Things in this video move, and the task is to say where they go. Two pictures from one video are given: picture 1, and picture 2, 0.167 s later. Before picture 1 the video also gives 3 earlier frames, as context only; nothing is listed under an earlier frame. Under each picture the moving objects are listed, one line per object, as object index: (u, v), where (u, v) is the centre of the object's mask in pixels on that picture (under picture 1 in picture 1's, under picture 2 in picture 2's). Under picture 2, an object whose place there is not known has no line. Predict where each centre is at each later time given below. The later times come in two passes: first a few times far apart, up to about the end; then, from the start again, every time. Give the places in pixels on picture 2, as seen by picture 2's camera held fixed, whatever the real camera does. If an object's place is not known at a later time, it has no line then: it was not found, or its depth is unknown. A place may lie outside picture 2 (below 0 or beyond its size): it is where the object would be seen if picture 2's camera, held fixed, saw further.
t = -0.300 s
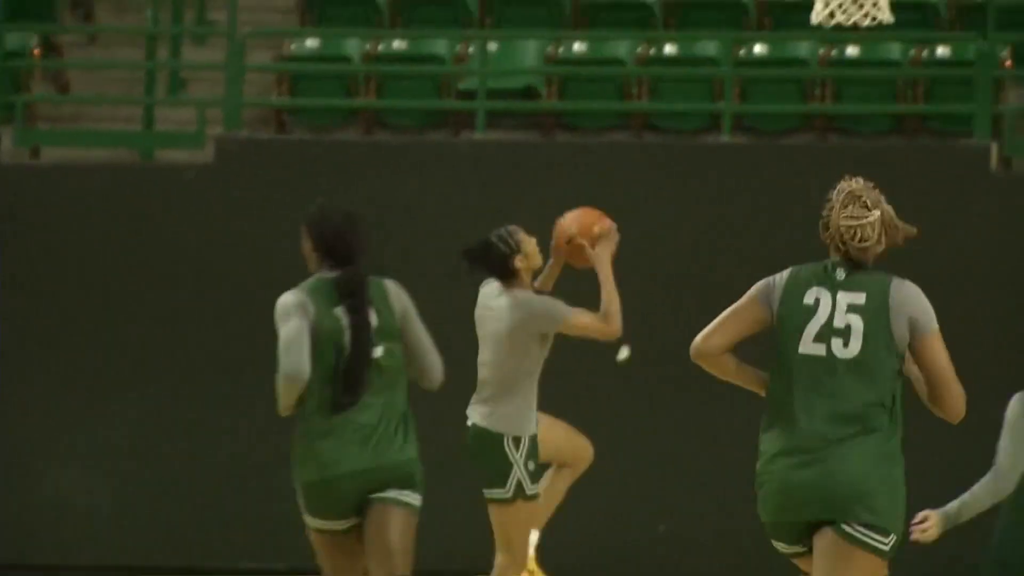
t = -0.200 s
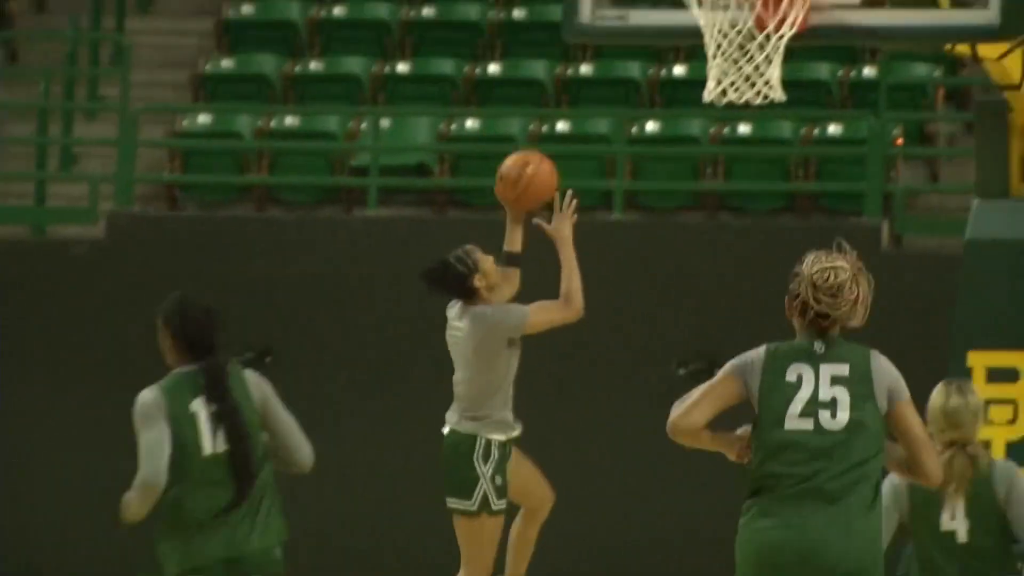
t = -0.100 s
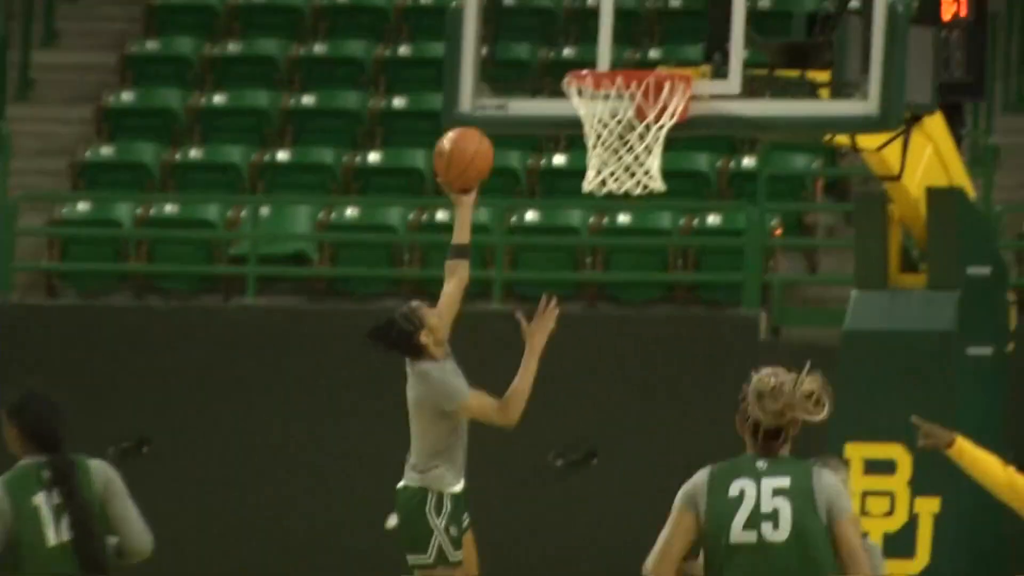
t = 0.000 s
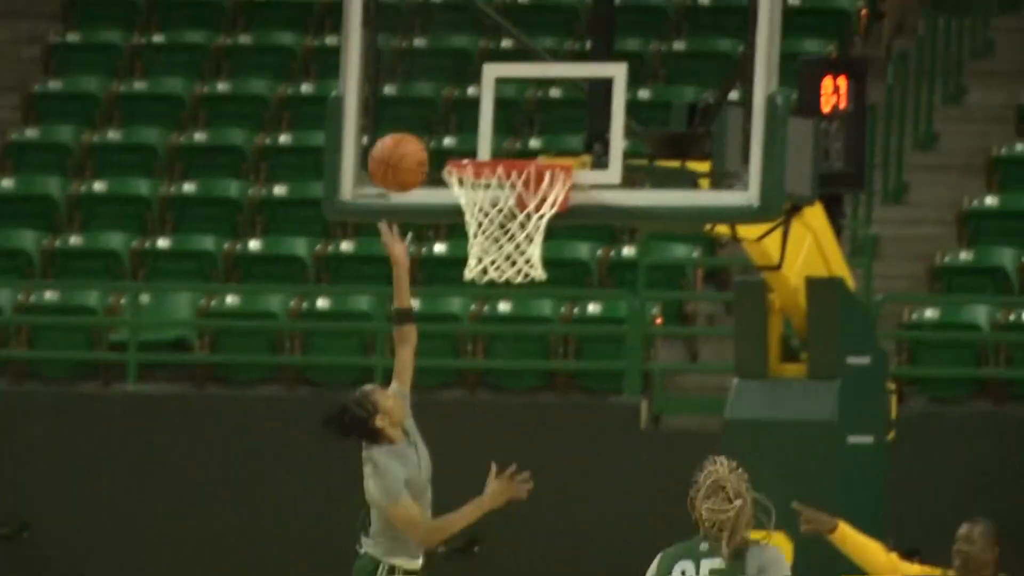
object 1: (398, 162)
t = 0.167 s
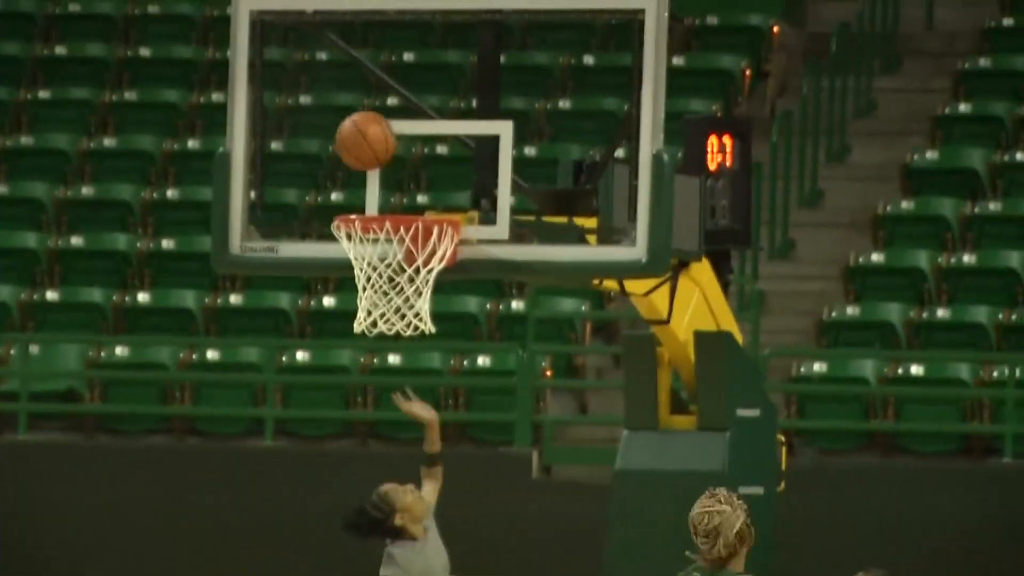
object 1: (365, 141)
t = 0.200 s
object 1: (367, 132)
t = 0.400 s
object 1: (377, 136)
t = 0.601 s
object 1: (392, 191)
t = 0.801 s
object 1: (411, 247)
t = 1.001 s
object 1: (382, 360)
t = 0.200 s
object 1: (367, 132)
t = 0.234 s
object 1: (369, 125)
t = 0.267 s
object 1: (371, 122)
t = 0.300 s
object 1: (373, 121)
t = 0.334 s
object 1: (374, 124)
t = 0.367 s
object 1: (376, 128)
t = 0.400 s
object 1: (377, 136)
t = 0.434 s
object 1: (379, 146)
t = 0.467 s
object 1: (381, 160)
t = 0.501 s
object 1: (382, 177)
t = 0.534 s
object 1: (383, 192)
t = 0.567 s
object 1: (387, 191)
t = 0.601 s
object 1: (392, 191)
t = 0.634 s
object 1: (397, 193)
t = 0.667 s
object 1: (402, 196)
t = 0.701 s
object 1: (407, 200)
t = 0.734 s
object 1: (413, 226)
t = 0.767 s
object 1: (413, 237)
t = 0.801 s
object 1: (411, 247)
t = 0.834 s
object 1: (404, 257)
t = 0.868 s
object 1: (398, 273)
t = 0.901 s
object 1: (394, 290)
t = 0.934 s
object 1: (392, 309)
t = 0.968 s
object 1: (387, 333)
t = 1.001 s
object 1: (382, 360)
